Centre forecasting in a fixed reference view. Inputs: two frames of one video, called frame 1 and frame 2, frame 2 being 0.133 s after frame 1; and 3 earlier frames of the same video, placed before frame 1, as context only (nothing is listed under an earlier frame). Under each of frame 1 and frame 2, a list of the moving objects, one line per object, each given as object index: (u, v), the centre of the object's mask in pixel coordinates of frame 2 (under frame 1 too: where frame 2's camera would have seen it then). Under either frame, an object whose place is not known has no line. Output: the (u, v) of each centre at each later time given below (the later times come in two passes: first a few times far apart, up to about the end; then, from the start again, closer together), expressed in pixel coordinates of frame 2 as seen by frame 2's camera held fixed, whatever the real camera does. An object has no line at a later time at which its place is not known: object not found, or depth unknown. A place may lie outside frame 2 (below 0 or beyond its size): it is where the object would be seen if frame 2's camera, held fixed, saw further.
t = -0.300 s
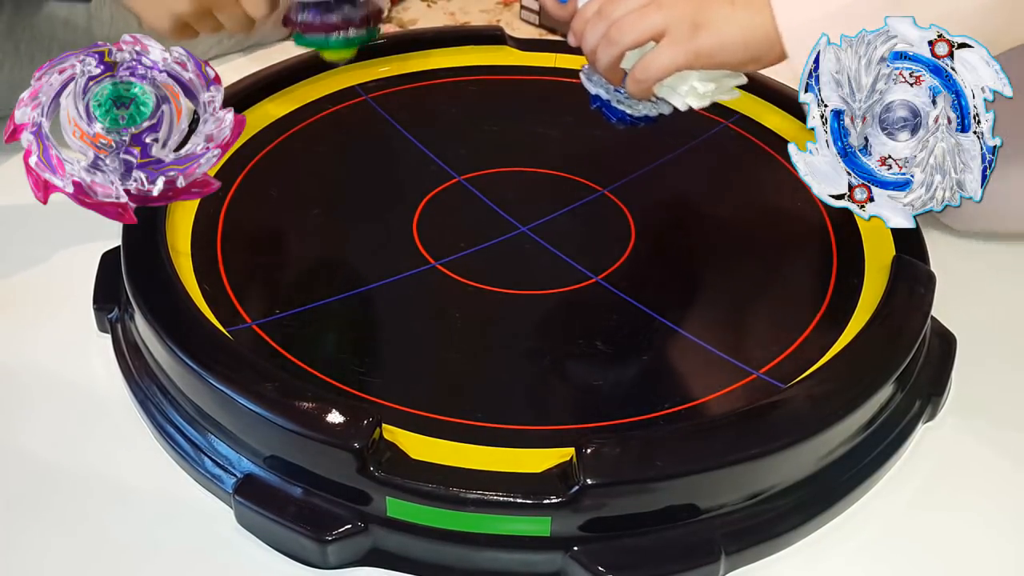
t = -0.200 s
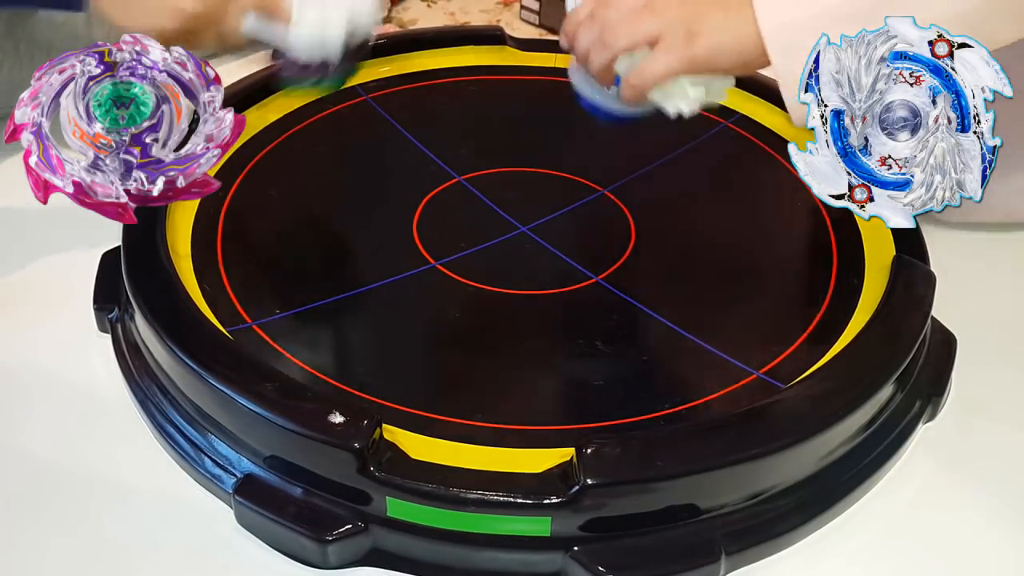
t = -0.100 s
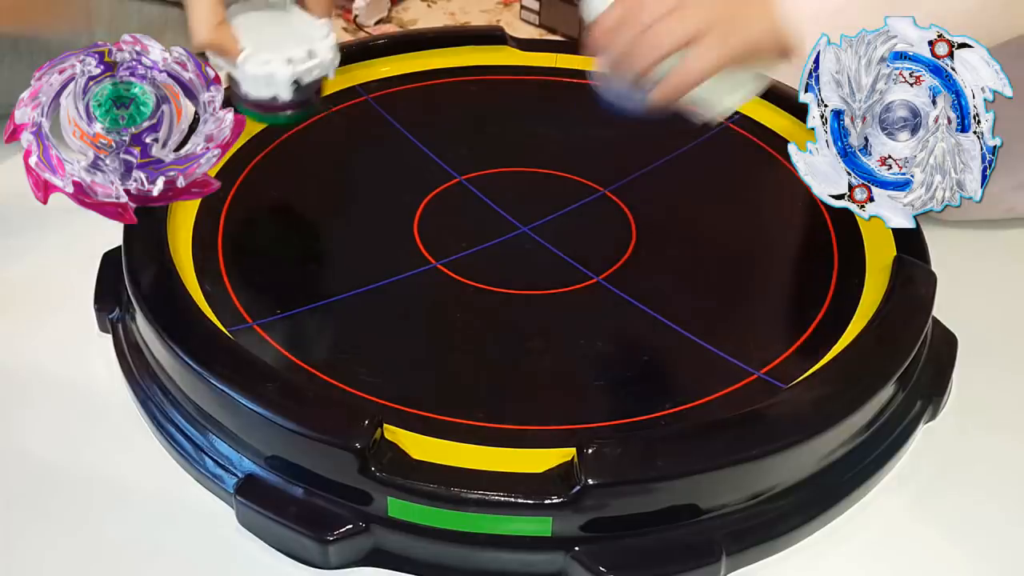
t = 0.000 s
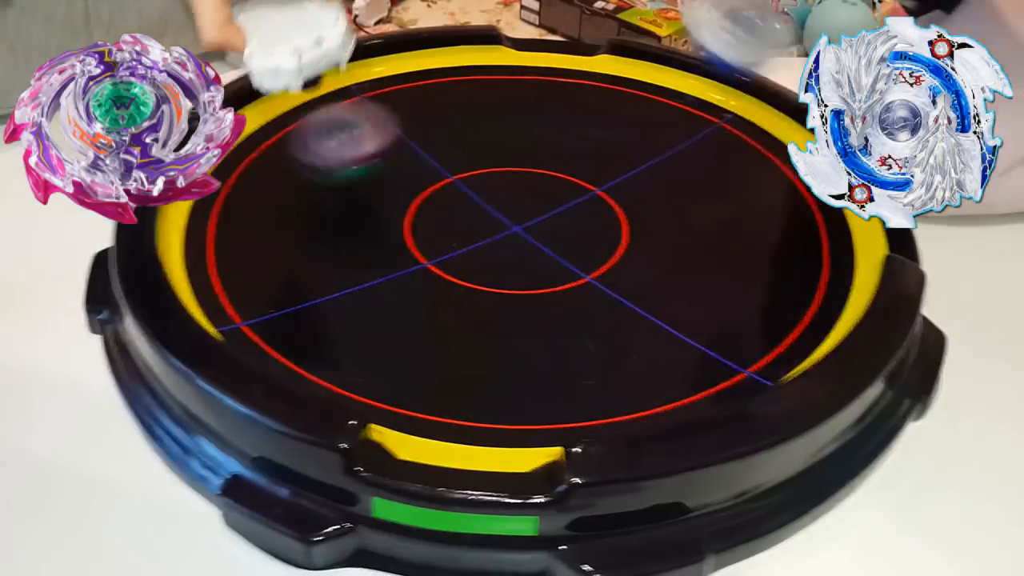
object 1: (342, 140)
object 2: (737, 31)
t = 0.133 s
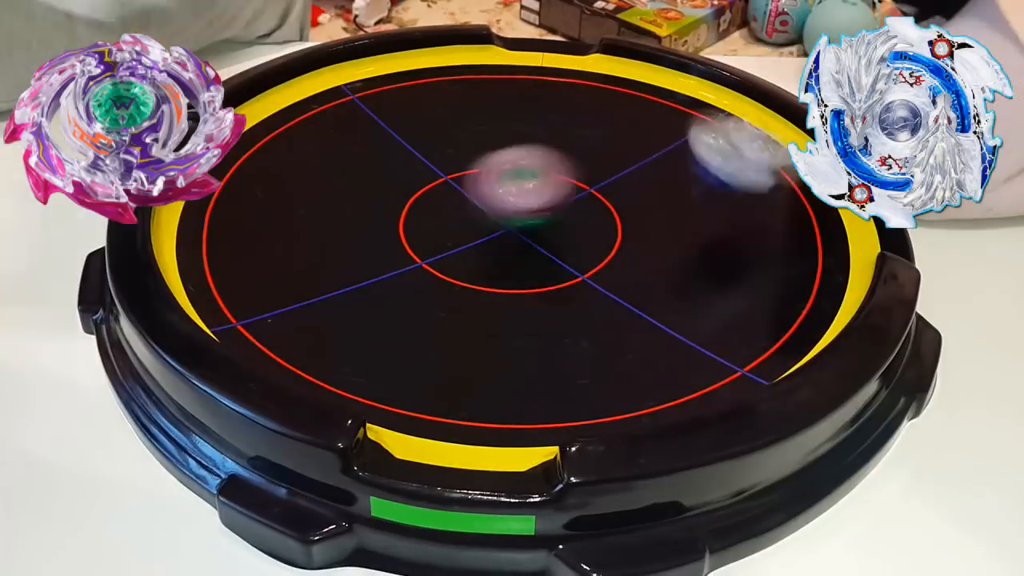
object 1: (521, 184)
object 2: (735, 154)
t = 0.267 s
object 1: (455, 216)
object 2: (733, 204)
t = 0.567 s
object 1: (260, 280)
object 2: (736, 306)
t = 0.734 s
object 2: (689, 278)
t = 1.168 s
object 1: (499, 161)
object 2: (722, 178)
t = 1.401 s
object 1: (485, 132)
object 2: (686, 136)
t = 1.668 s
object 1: (486, 113)
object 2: (594, 110)
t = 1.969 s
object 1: (434, 97)
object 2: (528, 138)
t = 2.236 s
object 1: (356, 76)
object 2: (582, 214)
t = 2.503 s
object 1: (362, 84)
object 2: (653, 263)
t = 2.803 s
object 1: (409, 113)
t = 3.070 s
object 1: (469, 152)
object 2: (639, 264)
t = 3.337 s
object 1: (490, 175)
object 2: (583, 237)
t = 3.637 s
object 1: (443, 161)
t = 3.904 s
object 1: (425, 185)
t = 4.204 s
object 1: (418, 208)
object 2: (512, 244)
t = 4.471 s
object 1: (390, 209)
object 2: (528, 197)
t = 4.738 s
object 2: (538, 151)
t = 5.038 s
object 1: (436, 207)
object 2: (546, 122)
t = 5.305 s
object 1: (488, 210)
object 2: (538, 132)
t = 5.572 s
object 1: (541, 231)
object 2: (509, 151)
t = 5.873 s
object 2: (470, 159)
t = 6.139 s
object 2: (459, 178)
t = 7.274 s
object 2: (456, 116)
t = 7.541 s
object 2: (452, 102)
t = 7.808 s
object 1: (590, 223)
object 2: (476, 124)
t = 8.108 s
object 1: (551, 217)
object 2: (529, 157)
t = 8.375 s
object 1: (523, 216)
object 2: (584, 145)
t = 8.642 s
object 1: (498, 198)
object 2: (596, 141)
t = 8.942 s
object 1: (477, 180)
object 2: (583, 156)
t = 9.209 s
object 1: (461, 172)
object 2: (608, 167)
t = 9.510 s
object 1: (472, 168)
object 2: (599, 187)
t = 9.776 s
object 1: (495, 174)
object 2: (569, 213)
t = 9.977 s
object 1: (505, 178)
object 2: (547, 234)
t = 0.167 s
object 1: (558, 183)
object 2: (685, 169)
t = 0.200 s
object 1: (536, 202)
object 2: (685, 197)
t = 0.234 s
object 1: (494, 203)
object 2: (708, 210)
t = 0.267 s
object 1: (455, 216)
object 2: (733, 204)
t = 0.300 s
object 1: (411, 223)
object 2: (764, 215)
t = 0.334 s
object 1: (375, 233)
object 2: (786, 249)
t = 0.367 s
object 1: (341, 238)
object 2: (797, 287)
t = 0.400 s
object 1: (315, 243)
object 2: (796, 294)
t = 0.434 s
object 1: (291, 249)
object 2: (789, 298)
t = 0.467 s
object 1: (275, 255)
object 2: (778, 304)
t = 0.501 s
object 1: (265, 262)
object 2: (764, 307)
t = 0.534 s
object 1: (261, 271)
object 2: (751, 308)
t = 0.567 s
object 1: (260, 280)
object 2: (736, 306)
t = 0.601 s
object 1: (260, 290)
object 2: (723, 306)
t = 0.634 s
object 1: (261, 300)
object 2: (711, 301)
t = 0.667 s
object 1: (272, 303)
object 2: (702, 294)
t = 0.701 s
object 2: (695, 286)
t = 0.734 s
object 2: (689, 278)
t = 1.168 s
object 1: (499, 161)
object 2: (722, 178)
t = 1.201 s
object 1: (496, 157)
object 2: (722, 172)
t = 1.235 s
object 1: (493, 152)
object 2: (718, 164)
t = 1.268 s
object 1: (491, 148)
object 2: (713, 158)
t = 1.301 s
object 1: (489, 143)
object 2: (709, 152)
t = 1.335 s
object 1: (488, 139)
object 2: (701, 146)
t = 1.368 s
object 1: (487, 135)
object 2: (692, 141)
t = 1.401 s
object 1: (485, 132)
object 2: (686, 136)
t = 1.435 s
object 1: (484, 129)
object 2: (674, 131)
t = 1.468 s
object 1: (483, 125)
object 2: (663, 127)
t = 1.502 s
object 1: (483, 122)
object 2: (655, 123)
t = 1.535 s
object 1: (483, 120)
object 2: (642, 119)
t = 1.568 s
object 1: (483, 117)
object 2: (630, 116)
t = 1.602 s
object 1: (484, 116)
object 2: (620, 114)
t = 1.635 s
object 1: (485, 114)
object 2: (607, 111)
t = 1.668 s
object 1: (486, 113)
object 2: (594, 110)
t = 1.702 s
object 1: (487, 111)
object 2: (583, 108)
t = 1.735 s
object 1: (481, 109)
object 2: (576, 109)
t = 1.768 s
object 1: (471, 106)
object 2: (573, 112)
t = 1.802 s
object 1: (463, 104)
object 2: (563, 115)
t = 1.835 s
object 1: (457, 104)
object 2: (555, 117)
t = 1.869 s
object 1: (453, 104)
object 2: (545, 120)
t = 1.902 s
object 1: (450, 104)
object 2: (532, 124)
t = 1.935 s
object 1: (448, 103)
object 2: (525, 128)
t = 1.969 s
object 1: (434, 97)
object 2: (528, 138)
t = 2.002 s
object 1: (416, 90)
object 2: (538, 153)
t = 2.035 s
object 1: (399, 84)
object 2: (546, 163)
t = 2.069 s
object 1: (386, 80)
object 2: (551, 173)
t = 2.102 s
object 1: (377, 77)
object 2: (556, 183)
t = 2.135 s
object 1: (369, 76)
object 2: (563, 190)
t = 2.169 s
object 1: (363, 75)
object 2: (567, 200)
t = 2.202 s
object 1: (359, 75)
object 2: (575, 209)
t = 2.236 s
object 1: (356, 76)
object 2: (582, 214)
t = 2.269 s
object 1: (354, 76)
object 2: (590, 223)
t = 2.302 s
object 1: (353, 77)
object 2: (598, 230)
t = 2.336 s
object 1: (353, 77)
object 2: (606, 235)
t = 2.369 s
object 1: (354, 78)
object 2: (614, 242)
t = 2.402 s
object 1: (355, 79)
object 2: (623, 248)
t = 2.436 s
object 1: (357, 81)
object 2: (634, 253)
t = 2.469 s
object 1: (360, 82)
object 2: (643, 258)
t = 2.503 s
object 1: (362, 84)
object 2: (653, 263)
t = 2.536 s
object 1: (366, 87)
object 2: (664, 267)
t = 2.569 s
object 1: (370, 89)
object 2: (673, 271)
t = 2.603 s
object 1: (375, 93)
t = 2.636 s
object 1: (380, 96)
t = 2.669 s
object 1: (384, 99)
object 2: (695, 282)
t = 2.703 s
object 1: (389, 102)
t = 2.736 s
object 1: (395, 105)
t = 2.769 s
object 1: (401, 109)
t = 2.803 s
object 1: (409, 113)
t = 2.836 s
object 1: (417, 118)
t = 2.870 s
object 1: (425, 122)
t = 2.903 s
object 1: (433, 127)
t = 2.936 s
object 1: (441, 133)
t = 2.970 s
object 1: (449, 138)
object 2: (666, 280)
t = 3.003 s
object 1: (456, 142)
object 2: (657, 274)
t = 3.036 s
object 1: (463, 147)
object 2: (646, 269)
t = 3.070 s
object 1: (469, 152)
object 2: (639, 264)
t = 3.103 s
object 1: (476, 157)
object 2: (627, 257)
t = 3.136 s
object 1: (481, 162)
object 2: (617, 251)
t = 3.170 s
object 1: (487, 168)
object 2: (607, 243)
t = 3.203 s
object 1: (492, 174)
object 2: (594, 238)
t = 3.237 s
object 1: (497, 180)
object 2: (586, 232)
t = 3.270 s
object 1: (500, 184)
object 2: (575, 227)
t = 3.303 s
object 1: (499, 183)
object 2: (574, 227)
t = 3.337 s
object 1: (490, 175)
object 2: (583, 237)
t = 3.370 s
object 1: (481, 166)
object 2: (590, 248)
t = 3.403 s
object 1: (473, 160)
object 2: (594, 259)
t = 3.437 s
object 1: (466, 155)
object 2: (599, 267)
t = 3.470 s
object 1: (461, 153)
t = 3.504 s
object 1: (456, 152)
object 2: (606, 280)
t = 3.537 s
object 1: (453, 154)
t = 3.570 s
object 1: (450, 156)
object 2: (606, 293)
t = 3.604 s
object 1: (446, 159)
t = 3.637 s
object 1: (443, 161)
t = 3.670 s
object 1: (440, 164)
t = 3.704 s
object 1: (437, 167)
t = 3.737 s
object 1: (434, 170)
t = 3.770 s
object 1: (432, 173)
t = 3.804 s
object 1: (430, 176)
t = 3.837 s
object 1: (428, 179)
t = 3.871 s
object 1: (427, 182)
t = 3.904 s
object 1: (425, 185)
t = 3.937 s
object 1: (424, 187)
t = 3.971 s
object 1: (423, 190)
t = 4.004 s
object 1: (422, 193)
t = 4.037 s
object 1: (421, 196)
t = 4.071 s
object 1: (420, 198)
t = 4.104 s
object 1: (419, 201)
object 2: (529, 267)
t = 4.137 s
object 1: (419, 203)
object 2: (525, 259)
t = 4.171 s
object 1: (418, 206)
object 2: (518, 251)
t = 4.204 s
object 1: (418, 208)
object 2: (512, 244)
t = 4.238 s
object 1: (416, 210)
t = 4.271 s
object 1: (409, 209)
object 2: (512, 233)
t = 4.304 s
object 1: (403, 208)
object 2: (517, 227)
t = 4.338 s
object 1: (398, 209)
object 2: (518, 221)
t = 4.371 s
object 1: (395, 209)
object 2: (522, 214)
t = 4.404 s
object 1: (393, 209)
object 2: (523, 209)
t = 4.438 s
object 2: (526, 202)
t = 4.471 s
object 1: (390, 209)
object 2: (528, 197)
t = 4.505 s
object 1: (389, 209)
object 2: (529, 191)
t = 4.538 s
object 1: (389, 209)
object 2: (532, 185)
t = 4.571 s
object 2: (533, 179)
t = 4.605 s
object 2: (536, 173)
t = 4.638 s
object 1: (390, 207)
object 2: (536, 167)
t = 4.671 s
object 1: (392, 207)
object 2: (537, 161)
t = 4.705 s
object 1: (394, 207)
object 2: (538, 157)
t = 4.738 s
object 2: (538, 151)
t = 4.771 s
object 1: (399, 207)
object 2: (540, 147)
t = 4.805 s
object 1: (402, 206)
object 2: (540, 142)
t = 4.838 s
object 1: (406, 206)
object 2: (542, 138)
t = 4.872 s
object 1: (410, 207)
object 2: (542, 134)
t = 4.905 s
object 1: (415, 207)
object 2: (543, 131)
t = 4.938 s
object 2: (543, 129)
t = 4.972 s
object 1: (425, 207)
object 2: (544, 125)
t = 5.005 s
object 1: (430, 207)
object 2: (545, 123)
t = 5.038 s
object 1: (436, 207)
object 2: (546, 122)
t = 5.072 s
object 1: (442, 208)
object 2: (548, 121)
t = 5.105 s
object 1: (448, 208)
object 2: (546, 121)
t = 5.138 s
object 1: (454, 208)
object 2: (547, 122)
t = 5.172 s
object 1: (461, 209)
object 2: (546, 123)
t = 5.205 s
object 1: (467, 209)
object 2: (546, 124)
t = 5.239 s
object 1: (475, 209)
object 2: (543, 127)
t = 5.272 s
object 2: (541, 130)
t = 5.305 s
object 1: (488, 210)
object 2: (538, 132)
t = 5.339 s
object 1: (494, 211)
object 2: (536, 135)
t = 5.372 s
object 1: (501, 212)
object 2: (535, 138)
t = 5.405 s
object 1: (508, 213)
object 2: (530, 142)
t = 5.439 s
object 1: (515, 214)
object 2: (527, 145)
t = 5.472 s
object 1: (521, 215)
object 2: (521, 148)
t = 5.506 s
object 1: (528, 221)
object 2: (517, 149)
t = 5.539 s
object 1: (534, 227)
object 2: (510, 151)
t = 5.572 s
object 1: (541, 231)
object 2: (509, 151)
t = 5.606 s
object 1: (548, 236)
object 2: (502, 150)
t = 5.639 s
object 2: (500, 151)
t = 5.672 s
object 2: (494, 151)
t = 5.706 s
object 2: (491, 153)
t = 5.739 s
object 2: (486, 154)
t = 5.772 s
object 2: (483, 155)
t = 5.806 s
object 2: (477, 157)
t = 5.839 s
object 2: (476, 158)
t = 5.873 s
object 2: (470, 159)
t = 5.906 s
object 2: (470, 160)
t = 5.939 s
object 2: (466, 163)
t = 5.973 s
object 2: (466, 165)
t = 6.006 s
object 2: (463, 167)
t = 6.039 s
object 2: (462, 169)
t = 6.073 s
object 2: (460, 171)
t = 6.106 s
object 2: (461, 174)
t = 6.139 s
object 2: (459, 178)
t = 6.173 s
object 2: (461, 181)
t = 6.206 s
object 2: (459, 185)
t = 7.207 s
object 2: (460, 123)
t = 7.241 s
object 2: (460, 119)
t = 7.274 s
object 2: (456, 116)
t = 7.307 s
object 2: (455, 112)
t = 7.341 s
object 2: (451, 108)
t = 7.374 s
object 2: (453, 105)
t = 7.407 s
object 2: (450, 103)
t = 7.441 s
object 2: (451, 103)
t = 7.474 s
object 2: (451, 102)
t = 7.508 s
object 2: (451, 102)
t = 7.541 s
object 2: (452, 102)
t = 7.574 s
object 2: (453, 102)
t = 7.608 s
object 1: (605, 220)
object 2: (457, 104)
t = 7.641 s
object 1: (604, 220)
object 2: (459, 105)
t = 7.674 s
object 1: (602, 220)
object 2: (463, 109)
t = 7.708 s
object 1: (599, 221)
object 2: (465, 112)
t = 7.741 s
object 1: (596, 222)
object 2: (469, 116)
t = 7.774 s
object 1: (594, 222)
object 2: (473, 119)
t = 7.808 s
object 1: (590, 223)
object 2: (476, 124)
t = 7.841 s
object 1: (586, 223)
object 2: (482, 128)
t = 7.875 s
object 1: (582, 223)
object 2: (485, 133)
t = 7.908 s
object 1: (578, 223)
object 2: (492, 137)
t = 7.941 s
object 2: (496, 143)
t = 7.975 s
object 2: (502, 146)
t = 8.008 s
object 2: (508, 151)
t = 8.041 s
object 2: (515, 154)
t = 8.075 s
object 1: (554, 218)
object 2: (523, 155)
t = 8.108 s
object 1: (551, 217)
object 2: (529, 157)
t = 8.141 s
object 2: (538, 158)
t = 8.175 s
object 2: (544, 156)
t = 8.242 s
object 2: (558, 153)
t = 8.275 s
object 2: (564, 152)
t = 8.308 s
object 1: (531, 218)
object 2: (572, 150)
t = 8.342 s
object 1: (527, 217)
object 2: (577, 148)
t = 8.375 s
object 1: (523, 216)
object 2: (584, 145)
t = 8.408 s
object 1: (519, 214)
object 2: (588, 145)
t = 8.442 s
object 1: (515, 212)
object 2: (591, 143)
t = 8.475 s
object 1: (511, 210)
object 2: (594, 141)
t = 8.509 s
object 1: (508, 208)
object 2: (593, 141)
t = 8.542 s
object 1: (505, 205)
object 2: (597, 140)
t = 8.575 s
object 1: (503, 203)
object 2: (596, 140)
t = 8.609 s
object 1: (500, 201)
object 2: (596, 141)
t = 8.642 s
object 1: (498, 198)
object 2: (596, 141)
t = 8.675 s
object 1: (496, 196)
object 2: (592, 141)
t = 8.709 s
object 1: (495, 193)
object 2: (593, 142)
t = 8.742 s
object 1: (494, 191)
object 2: (587, 144)
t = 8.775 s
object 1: (493, 188)
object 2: (587, 146)
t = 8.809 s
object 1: (493, 186)
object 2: (583, 147)
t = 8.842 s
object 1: (493, 183)
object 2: (577, 150)
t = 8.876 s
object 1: (489, 182)
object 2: (577, 152)
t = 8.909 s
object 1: (486, 180)
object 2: (576, 154)
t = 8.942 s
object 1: (477, 180)
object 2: (583, 156)
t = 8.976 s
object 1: (471, 180)
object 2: (587, 156)
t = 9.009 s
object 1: (468, 180)
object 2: (592, 157)
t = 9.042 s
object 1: (466, 179)
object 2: (598, 159)
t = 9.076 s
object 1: (465, 177)
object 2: (599, 161)
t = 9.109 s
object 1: (464, 176)
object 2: (603, 163)
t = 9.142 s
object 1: (462, 174)
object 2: (603, 165)
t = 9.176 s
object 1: (461, 173)
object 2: (603, 167)
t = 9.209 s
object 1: (461, 172)
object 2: (608, 167)
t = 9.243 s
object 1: (461, 171)
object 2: (605, 170)
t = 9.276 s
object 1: (461, 170)
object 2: (606, 171)
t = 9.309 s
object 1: (462, 169)
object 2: (606, 172)
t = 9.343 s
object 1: (463, 169)
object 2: (604, 175)
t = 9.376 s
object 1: (464, 168)
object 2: (607, 176)
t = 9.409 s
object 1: (466, 168)
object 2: (604, 180)
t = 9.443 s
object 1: (468, 168)
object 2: (604, 182)
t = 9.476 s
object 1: (470, 168)
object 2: (603, 183)
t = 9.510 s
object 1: (472, 168)
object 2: (599, 187)
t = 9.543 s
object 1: (474, 168)
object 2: (599, 190)
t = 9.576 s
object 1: (476, 168)
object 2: (596, 193)
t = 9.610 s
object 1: (480, 169)
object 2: (592, 197)
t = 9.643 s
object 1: (484, 171)
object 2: (590, 199)
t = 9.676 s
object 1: (487, 171)
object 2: (585, 203)
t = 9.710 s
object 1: (490, 172)
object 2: (581, 207)
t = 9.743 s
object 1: (492, 174)
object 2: (576, 209)
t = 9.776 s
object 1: (495, 174)
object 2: (569, 213)
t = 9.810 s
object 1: (497, 175)
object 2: (566, 216)
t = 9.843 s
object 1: (499, 175)
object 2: (560, 220)
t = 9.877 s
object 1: (500, 175)
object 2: (557, 223)
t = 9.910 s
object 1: (501, 175)
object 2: (555, 225)
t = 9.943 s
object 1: (504, 176)
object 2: (548, 229)
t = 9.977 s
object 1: (505, 178)
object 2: (547, 234)
